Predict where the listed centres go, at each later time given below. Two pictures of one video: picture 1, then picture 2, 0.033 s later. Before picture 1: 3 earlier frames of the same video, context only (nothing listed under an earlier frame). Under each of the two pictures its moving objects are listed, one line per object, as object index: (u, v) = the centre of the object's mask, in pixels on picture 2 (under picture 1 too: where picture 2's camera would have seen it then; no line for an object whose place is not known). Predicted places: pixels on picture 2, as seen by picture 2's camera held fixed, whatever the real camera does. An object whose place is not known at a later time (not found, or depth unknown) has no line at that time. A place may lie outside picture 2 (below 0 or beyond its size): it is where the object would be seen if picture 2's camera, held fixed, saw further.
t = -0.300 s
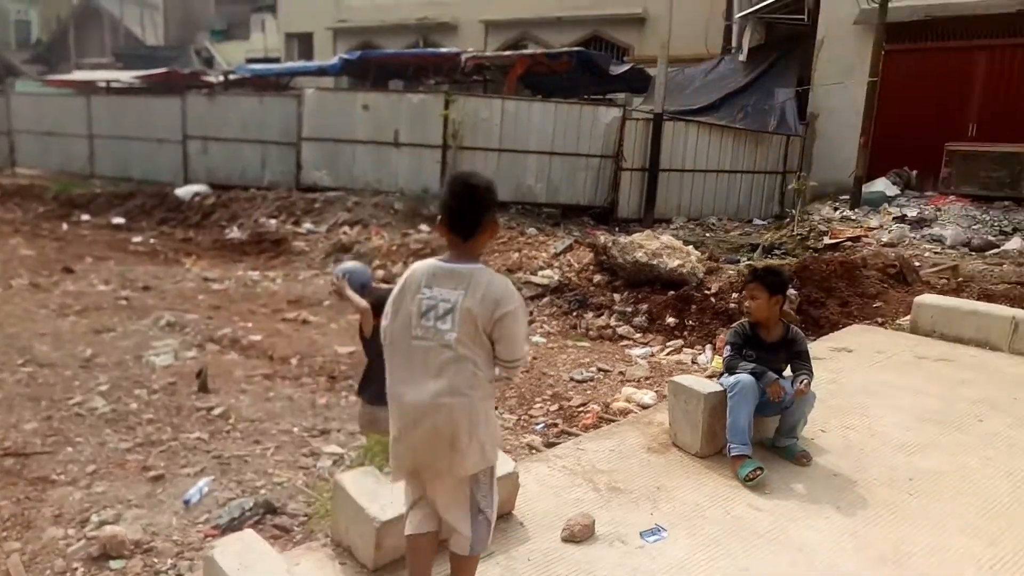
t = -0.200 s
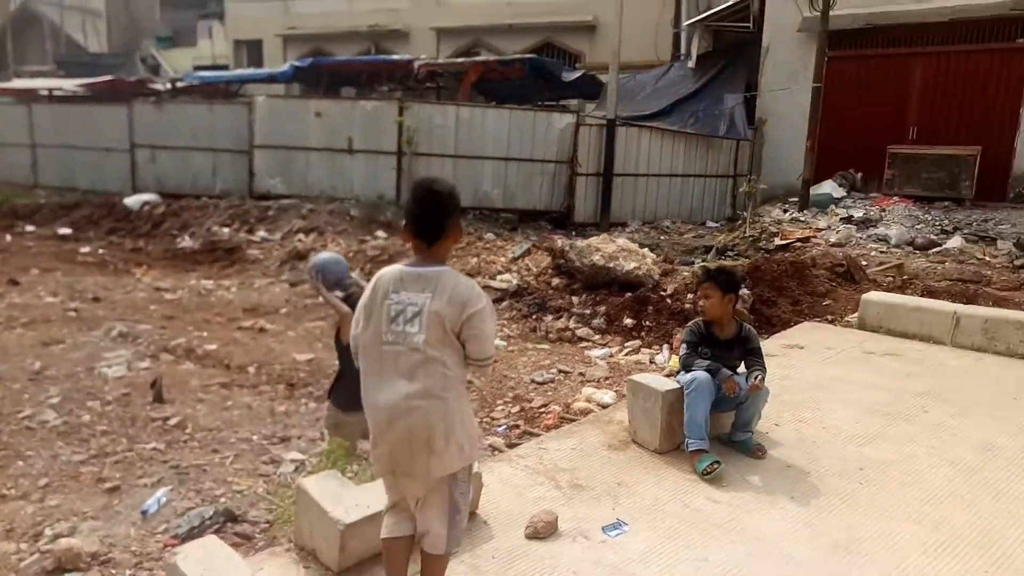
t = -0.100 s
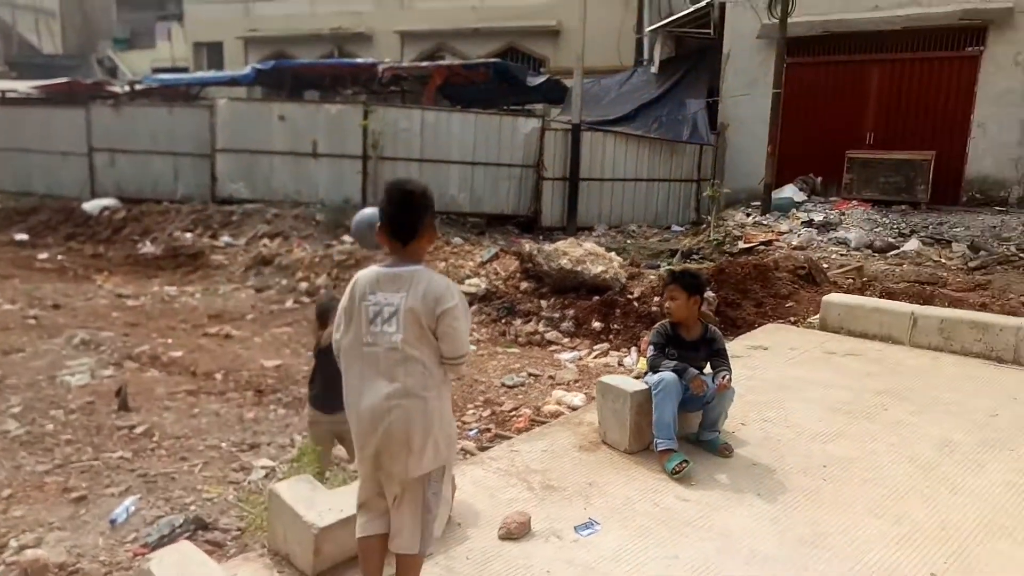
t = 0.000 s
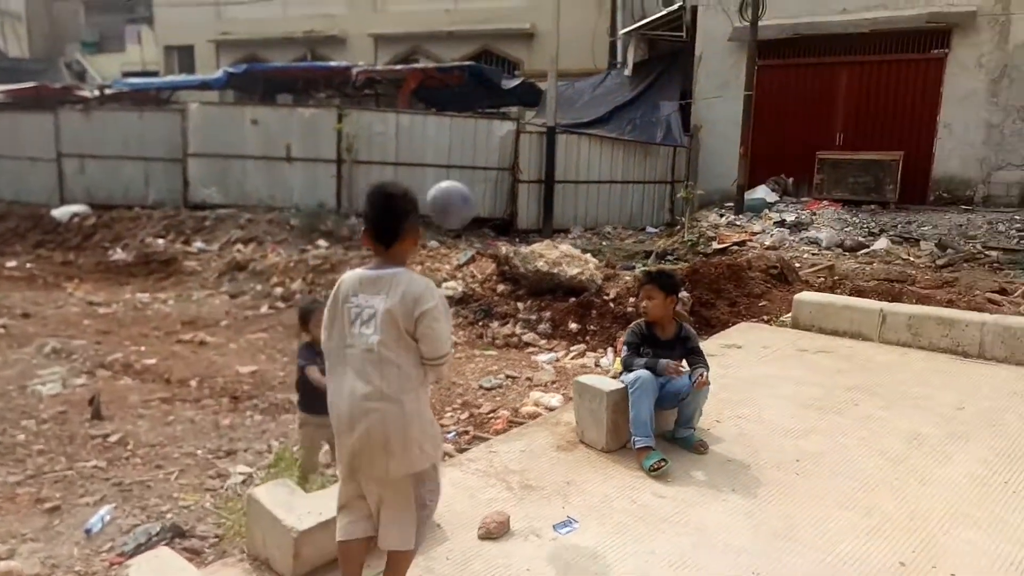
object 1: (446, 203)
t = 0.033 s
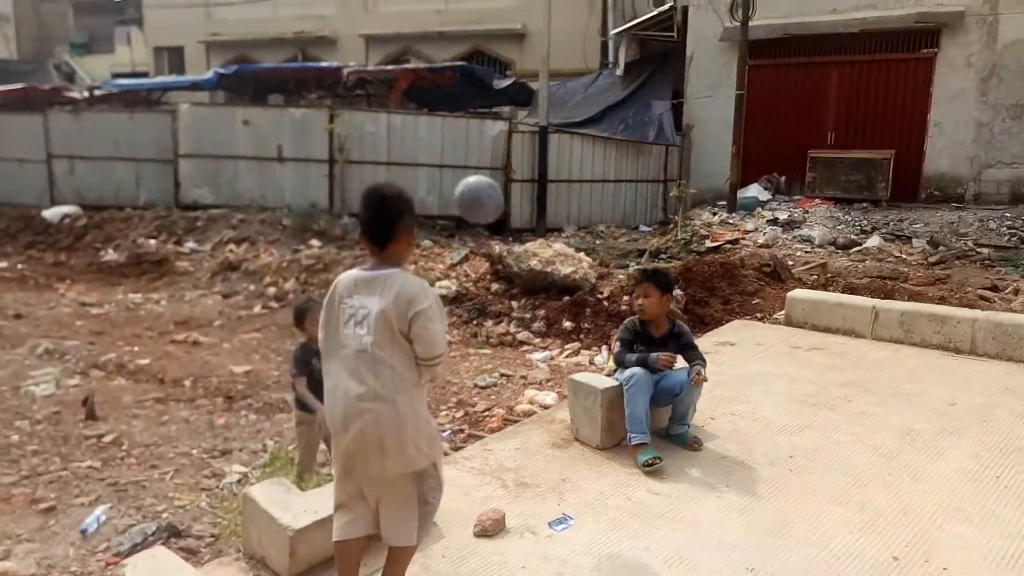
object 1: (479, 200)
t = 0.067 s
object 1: (515, 198)
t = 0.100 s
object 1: (552, 200)
